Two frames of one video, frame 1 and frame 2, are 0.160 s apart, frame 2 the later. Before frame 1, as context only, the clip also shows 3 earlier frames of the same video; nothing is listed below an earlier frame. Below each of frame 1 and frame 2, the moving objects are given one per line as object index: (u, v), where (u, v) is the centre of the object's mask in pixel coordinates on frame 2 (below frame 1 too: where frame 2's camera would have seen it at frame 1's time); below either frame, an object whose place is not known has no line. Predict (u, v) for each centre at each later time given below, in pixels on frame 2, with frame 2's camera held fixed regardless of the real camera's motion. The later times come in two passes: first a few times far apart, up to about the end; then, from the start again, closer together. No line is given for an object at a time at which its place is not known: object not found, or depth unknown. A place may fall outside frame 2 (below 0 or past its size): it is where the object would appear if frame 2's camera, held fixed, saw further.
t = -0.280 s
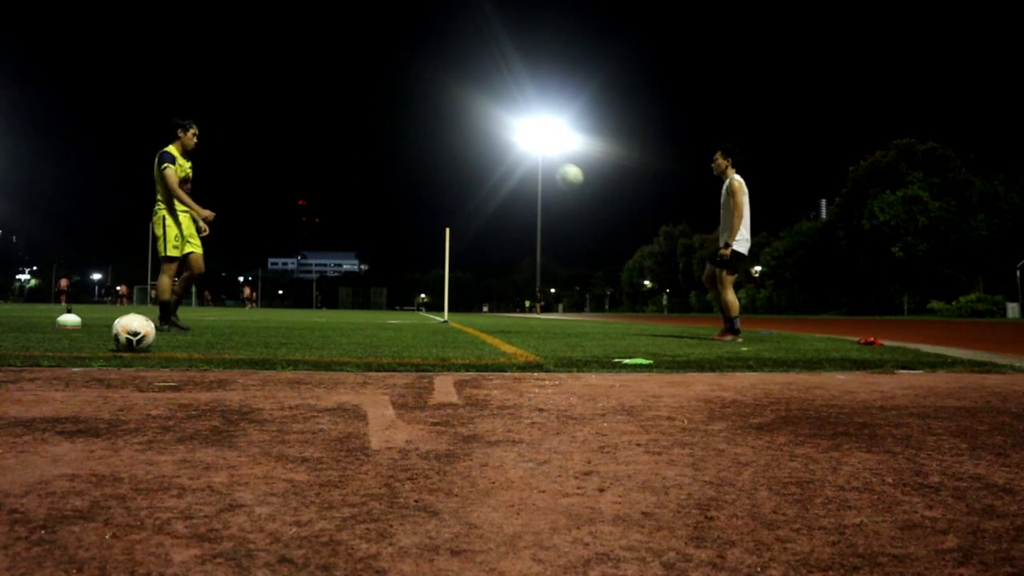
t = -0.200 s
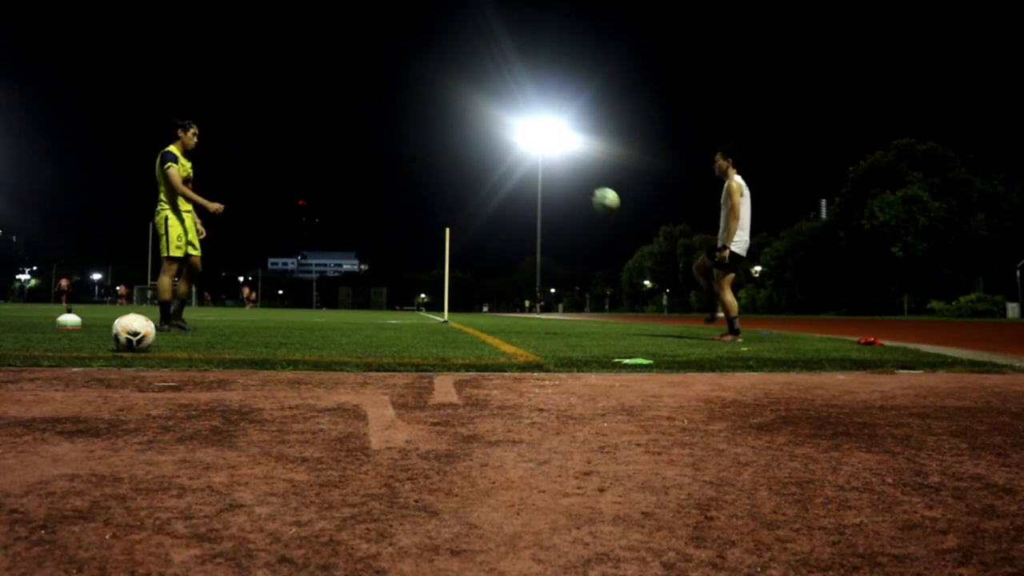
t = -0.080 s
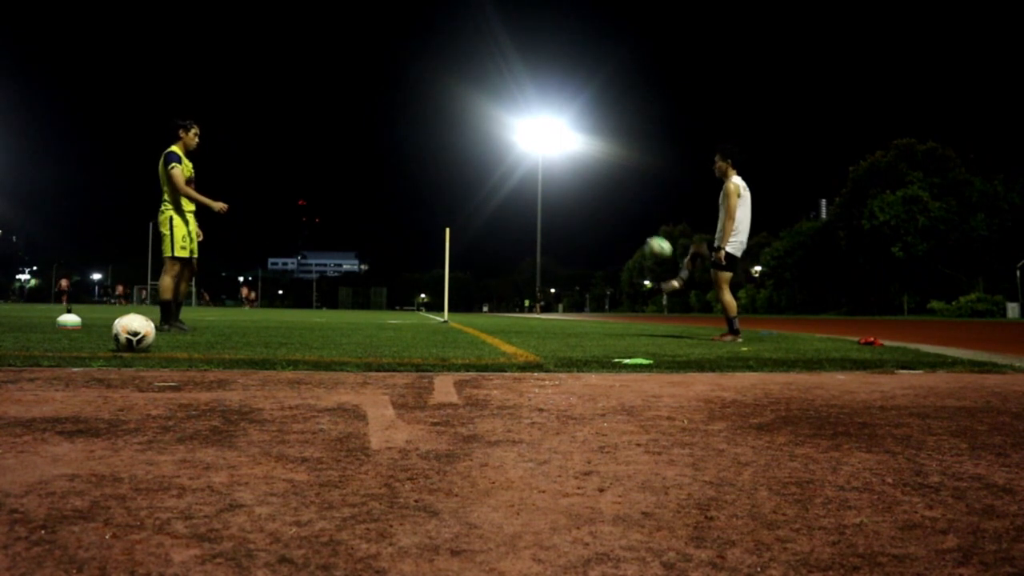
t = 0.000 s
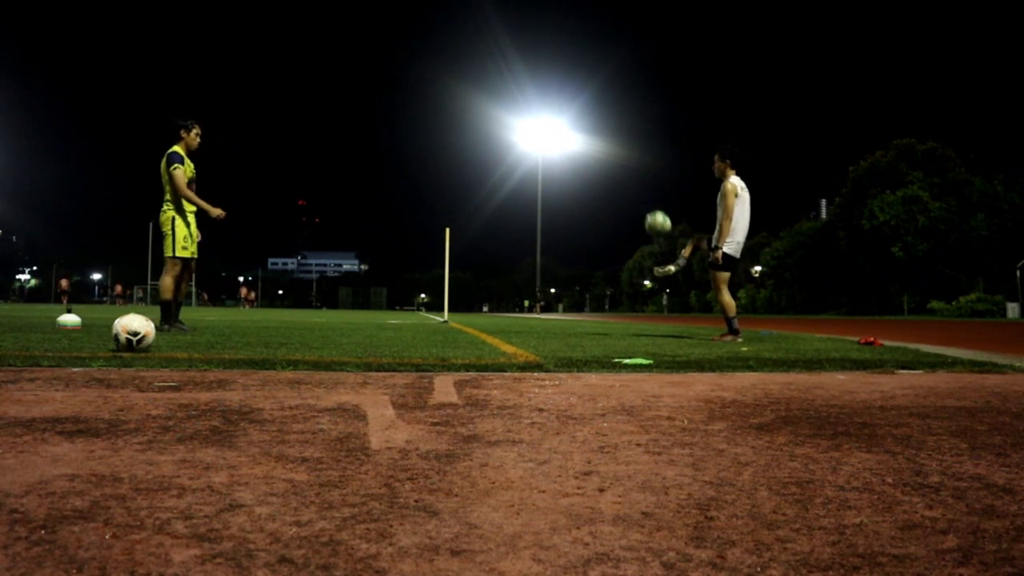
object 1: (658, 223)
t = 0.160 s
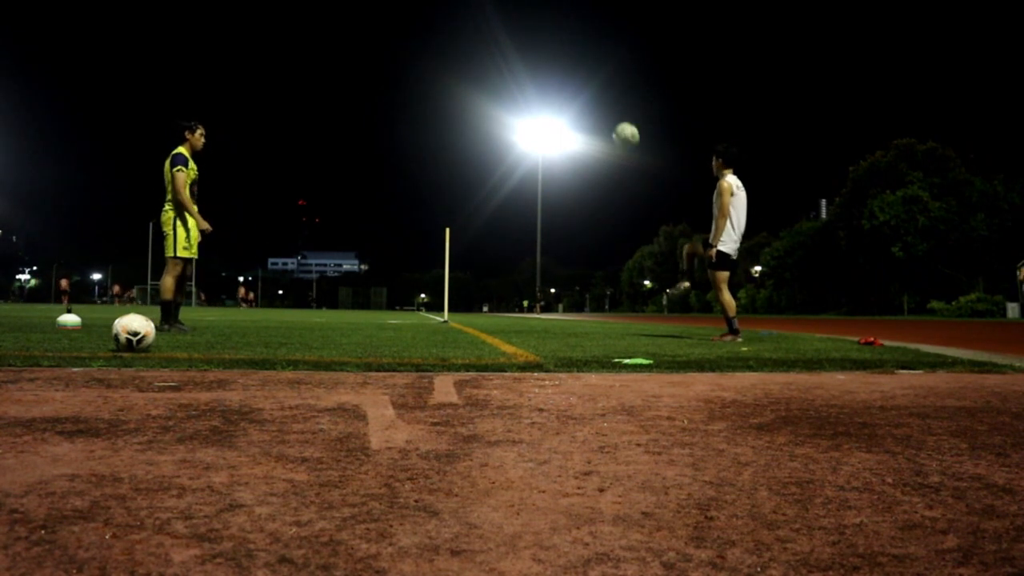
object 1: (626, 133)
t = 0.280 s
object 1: (602, 88)
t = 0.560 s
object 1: (547, 38)
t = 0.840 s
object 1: (492, 70)
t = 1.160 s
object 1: (427, 212)
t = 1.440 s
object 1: (385, 266)
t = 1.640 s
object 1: (368, 209)
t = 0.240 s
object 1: (610, 101)
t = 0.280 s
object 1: (602, 88)
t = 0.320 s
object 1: (594, 76)
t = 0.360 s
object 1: (586, 65)
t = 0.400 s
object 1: (579, 57)
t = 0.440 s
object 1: (571, 50)
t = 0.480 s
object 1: (563, 44)
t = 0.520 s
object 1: (555, 41)
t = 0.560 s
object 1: (547, 38)
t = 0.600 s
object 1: (539, 38)
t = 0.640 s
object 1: (531, 39)
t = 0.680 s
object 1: (524, 43)
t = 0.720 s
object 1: (515, 47)
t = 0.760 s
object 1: (508, 53)
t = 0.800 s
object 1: (500, 61)
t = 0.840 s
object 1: (492, 70)
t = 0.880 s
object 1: (484, 81)
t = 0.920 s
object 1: (476, 95)
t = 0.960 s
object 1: (468, 109)
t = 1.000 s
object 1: (460, 126)
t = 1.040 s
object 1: (452, 145)
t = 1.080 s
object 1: (443, 166)
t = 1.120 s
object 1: (435, 189)
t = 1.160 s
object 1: (427, 212)
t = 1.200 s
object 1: (419, 237)
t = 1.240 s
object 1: (411, 265)
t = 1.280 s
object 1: (403, 294)
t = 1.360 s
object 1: (391, 303)
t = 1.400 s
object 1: (389, 283)
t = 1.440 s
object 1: (385, 266)
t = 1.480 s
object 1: (382, 251)
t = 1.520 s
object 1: (378, 239)
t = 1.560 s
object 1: (375, 227)
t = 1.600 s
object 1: (371, 217)
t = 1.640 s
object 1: (368, 209)
